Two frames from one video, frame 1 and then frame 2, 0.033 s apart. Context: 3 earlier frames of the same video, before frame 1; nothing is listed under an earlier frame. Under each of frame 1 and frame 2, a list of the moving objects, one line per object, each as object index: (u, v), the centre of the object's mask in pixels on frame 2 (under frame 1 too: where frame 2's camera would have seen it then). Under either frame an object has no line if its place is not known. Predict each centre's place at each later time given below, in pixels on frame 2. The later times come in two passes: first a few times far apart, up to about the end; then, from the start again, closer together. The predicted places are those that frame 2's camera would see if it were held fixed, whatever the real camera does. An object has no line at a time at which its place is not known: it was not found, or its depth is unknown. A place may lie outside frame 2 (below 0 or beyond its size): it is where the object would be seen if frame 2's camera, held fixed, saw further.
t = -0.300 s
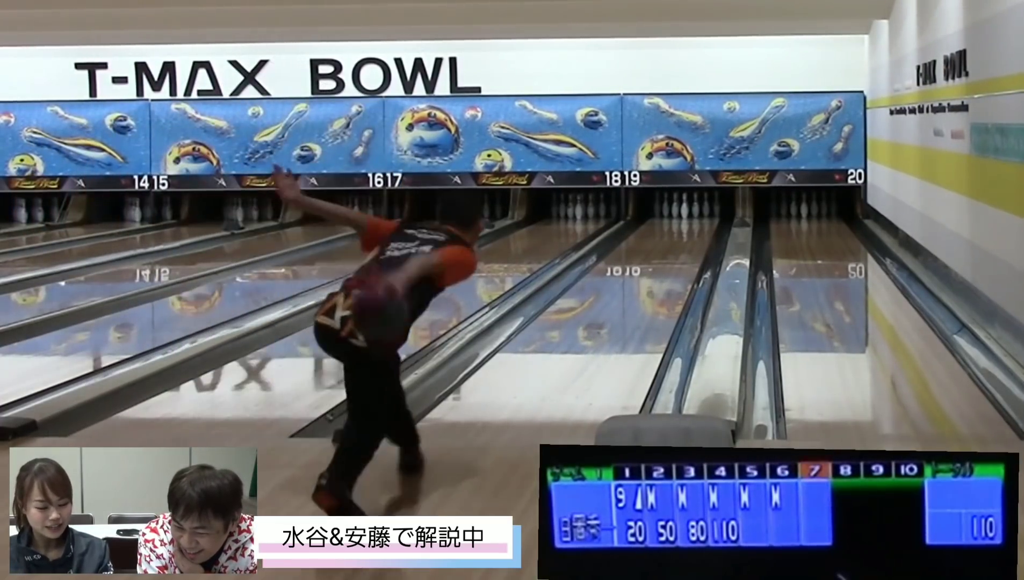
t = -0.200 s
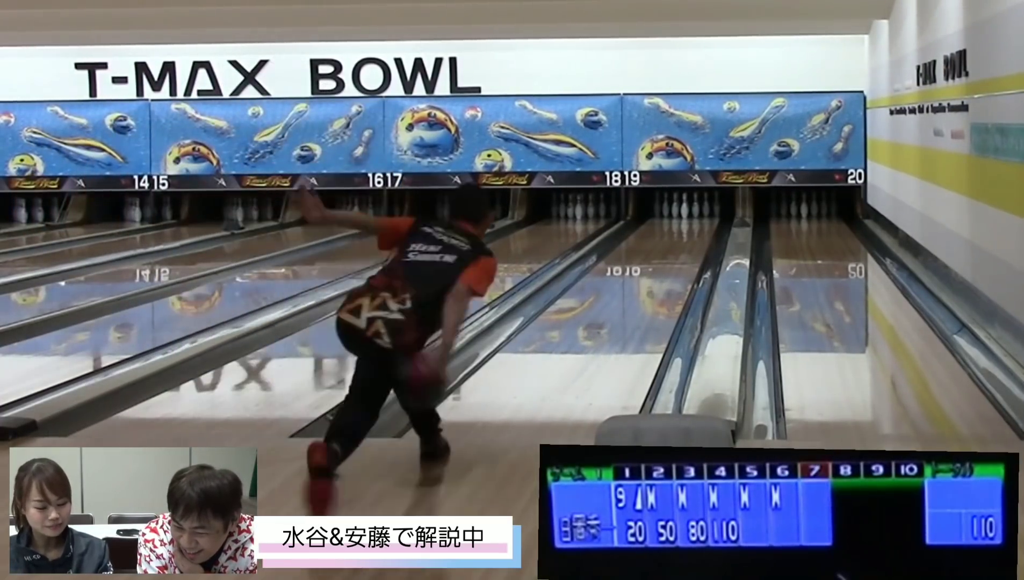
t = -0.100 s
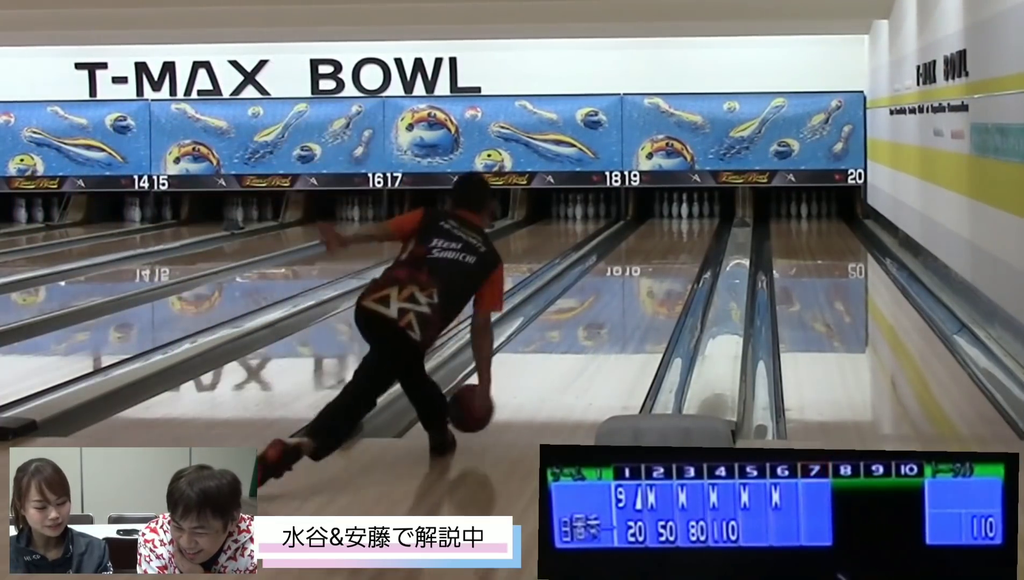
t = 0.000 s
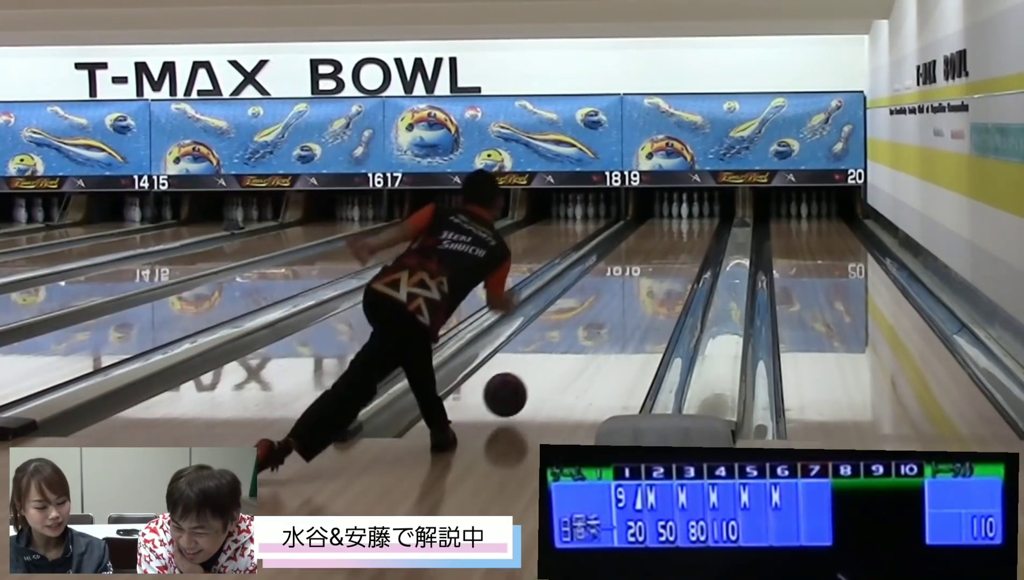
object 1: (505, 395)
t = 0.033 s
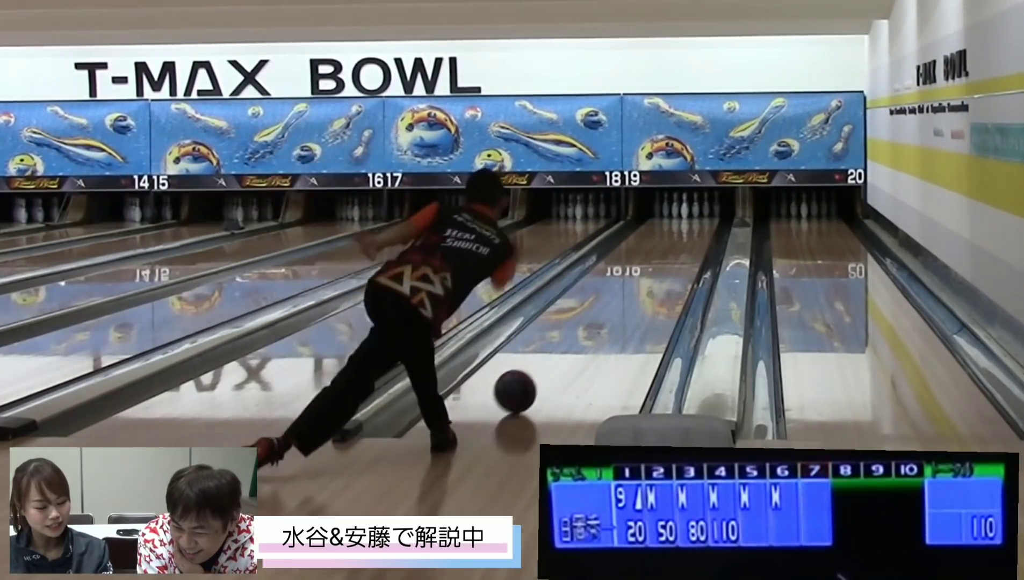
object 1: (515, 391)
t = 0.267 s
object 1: (571, 347)
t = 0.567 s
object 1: (620, 307)
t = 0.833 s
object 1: (650, 282)
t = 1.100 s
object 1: (671, 263)
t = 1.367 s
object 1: (687, 249)
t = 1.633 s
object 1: (696, 237)
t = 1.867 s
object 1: (700, 228)
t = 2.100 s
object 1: (698, 221)
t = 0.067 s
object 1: (525, 383)
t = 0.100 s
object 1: (533, 376)
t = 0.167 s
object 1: (550, 364)
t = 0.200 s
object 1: (557, 358)
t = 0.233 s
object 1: (564, 352)
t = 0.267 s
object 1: (571, 347)
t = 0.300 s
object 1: (578, 341)
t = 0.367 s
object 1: (590, 331)
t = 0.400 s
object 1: (595, 327)
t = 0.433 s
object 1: (601, 322)
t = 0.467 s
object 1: (606, 319)
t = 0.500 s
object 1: (611, 314)
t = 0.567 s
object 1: (620, 307)
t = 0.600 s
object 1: (624, 303)
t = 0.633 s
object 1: (628, 300)
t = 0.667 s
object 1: (632, 297)
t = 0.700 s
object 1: (636, 293)
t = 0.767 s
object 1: (643, 288)
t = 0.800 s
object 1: (647, 285)
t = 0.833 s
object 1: (650, 282)
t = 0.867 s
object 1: (653, 279)
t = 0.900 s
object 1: (656, 277)
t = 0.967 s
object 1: (661, 272)
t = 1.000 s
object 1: (664, 270)
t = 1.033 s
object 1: (667, 268)
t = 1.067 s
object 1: (669, 265)
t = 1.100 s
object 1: (671, 263)
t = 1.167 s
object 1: (676, 259)
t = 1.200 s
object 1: (678, 258)
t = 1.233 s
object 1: (680, 254)
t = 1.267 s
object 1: (681, 254)
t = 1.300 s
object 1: (683, 252)
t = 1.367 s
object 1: (687, 249)
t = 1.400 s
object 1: (689, 246)
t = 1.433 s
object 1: (690, 245)
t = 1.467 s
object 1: (691, 244)
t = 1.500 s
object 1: (693, 242)
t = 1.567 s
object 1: (695, 240)
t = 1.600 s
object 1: (696, 238)
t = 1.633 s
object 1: (696, 237)
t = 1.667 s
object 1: (697, 235)
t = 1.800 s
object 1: (699, 230)
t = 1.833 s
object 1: (699, 229)
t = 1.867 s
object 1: (700, 228)
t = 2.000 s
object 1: (700, 224)
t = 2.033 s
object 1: (699, 223)
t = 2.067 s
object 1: (699, 222)
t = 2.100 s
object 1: (698, 221)
